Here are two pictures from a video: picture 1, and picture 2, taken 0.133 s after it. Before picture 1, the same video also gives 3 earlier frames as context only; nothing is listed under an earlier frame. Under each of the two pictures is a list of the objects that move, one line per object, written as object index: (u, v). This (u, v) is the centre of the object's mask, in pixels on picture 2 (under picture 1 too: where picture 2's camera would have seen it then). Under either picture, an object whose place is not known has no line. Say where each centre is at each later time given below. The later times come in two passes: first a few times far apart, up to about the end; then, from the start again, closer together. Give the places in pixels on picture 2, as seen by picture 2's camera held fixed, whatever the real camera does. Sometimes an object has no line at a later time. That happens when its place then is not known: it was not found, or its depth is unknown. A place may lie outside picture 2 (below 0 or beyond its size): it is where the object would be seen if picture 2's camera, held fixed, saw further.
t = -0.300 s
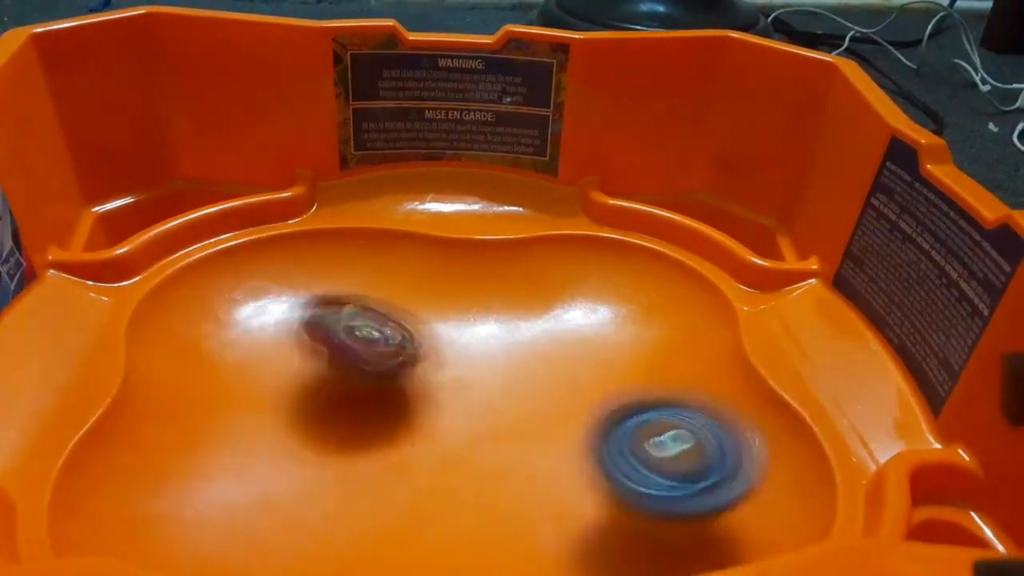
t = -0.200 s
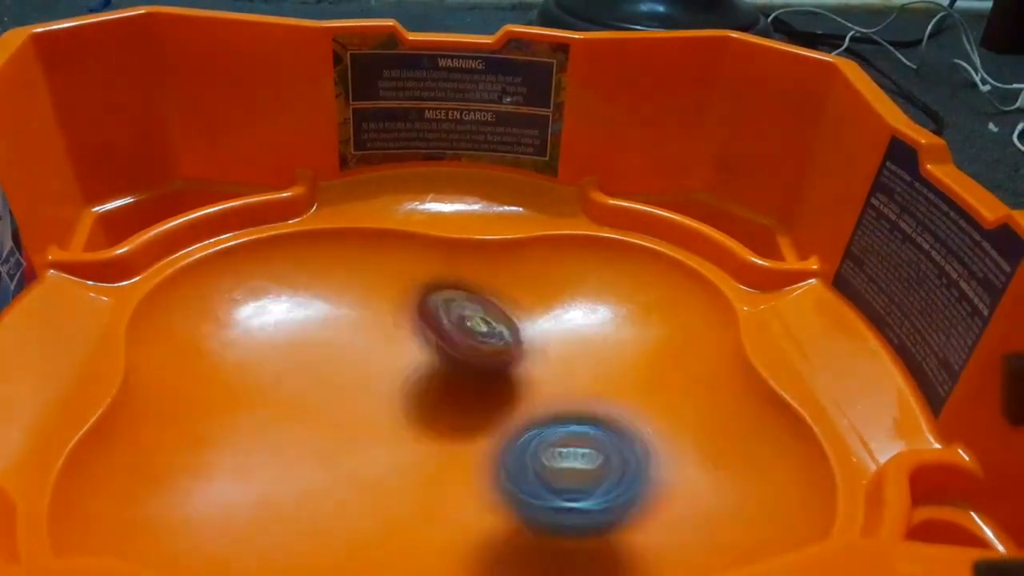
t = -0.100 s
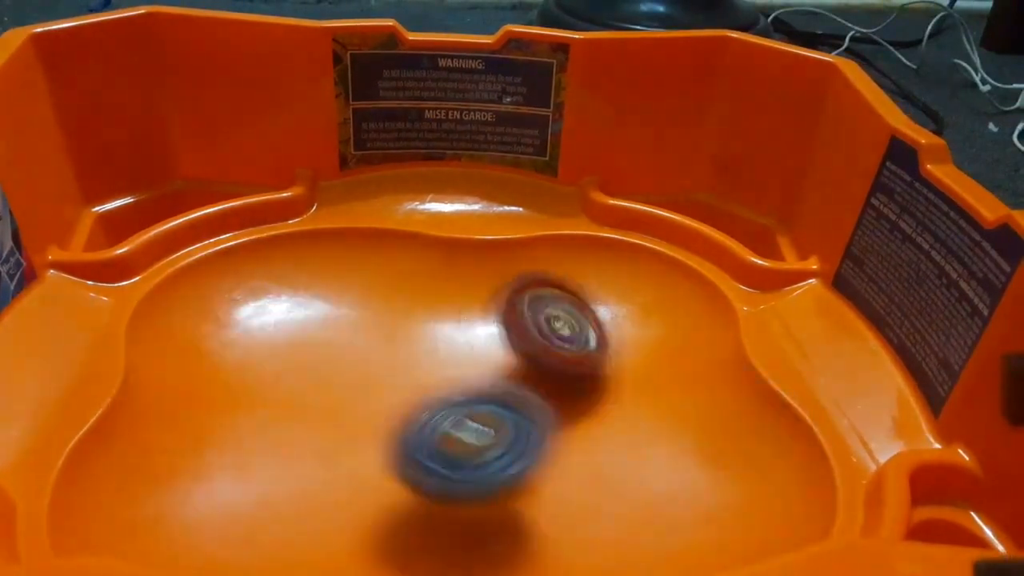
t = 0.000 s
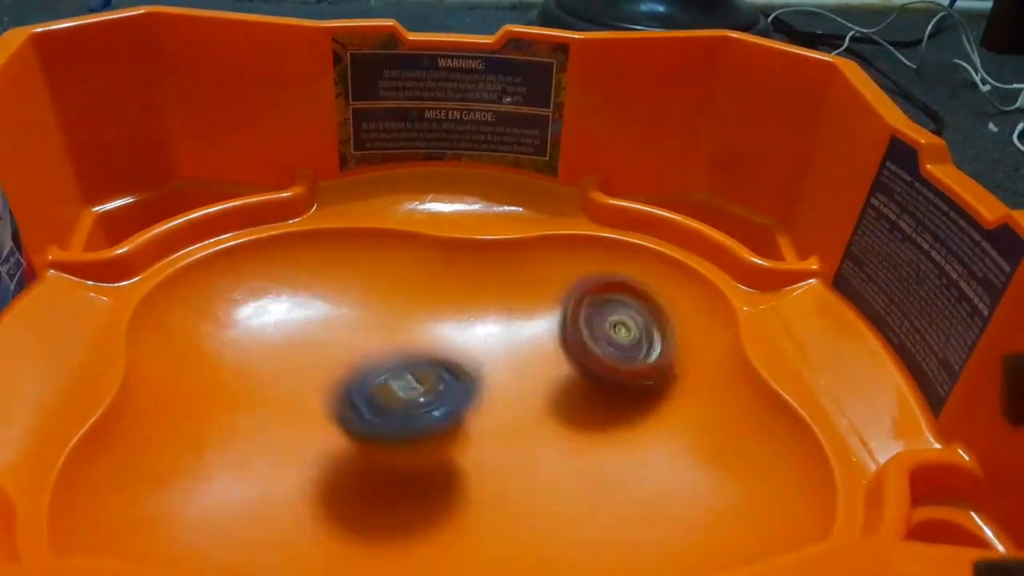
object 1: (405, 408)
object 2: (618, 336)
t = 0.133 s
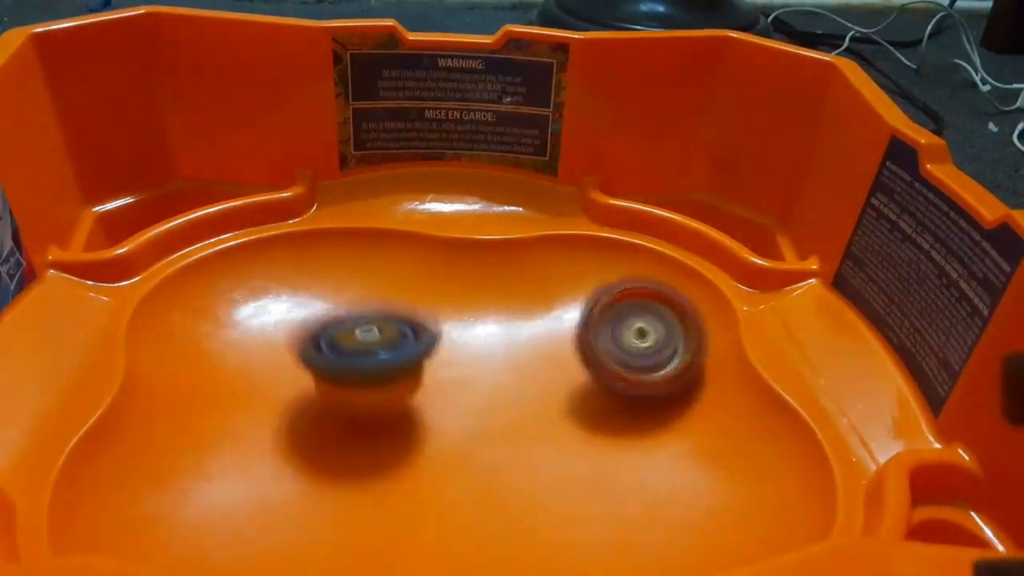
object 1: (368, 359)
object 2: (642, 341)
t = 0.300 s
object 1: (370, 343)
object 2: (572, 358)
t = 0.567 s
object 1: (322, 338)
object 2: (513, 423)
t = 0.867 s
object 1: (320, 347)
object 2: (412, 437)
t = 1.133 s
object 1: (350, 294)
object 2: (373, 467)
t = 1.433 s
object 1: (359, 330)
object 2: (465, 424)
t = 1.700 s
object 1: (417, 364)
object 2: (530, 439)
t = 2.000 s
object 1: (397, 340)
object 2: (591, 505)
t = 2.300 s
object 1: (375, 379)
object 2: (531, 410)
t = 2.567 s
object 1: (283, 395)
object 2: (549, 367)
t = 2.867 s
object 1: (350, 417)
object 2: (527, 379)
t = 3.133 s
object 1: (355, 448)
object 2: (584, 357)
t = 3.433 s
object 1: (429, 423)
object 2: (528, 353)
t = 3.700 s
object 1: (360, 478)
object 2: (577, 291)
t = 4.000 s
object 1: (332, 453)
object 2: (554, 365)
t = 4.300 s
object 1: (214, 446)
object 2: (524, 408)
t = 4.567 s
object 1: (300, 482)
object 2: (476, 414)
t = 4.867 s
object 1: (262, 444)
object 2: (574, 292)
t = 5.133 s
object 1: (410, 413)
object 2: (543, 349)
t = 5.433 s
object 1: (324, 290)
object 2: (639, 415)
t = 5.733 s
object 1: (337, 342)
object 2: (509, 455)
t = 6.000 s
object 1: (377, 425)
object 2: (501, 443)
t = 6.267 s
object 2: (516, 444)
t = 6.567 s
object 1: (434, 367)
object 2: (521, 445)
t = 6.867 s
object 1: (453, 367)
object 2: (556, 478)
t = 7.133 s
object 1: (433, 374)
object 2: (536, 465)
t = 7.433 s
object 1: (433, 359)
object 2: (530, 456)
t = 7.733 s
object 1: (416, 355)
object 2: (534, 469)
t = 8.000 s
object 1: (410, 410)
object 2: (542, 460)
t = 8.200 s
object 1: (409, 391)
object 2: (542, 460)
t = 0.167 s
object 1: (365, 352)
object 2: (635, 343)
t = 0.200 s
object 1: (364, 347)
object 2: (624, 345)
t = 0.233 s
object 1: (365, 344)
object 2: (609, 349)
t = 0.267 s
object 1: (367, 343)
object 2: (592, 352)
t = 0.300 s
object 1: (370, 343)
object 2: (572, 358)
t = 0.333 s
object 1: (374, 345)
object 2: (553, 361)
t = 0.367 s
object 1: (377, 347)
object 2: (529, 365)
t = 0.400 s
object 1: (380, 349)
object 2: (507, 372)
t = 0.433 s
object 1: (378, 349)
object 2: (498, 382)
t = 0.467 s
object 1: (361, 346)
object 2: (505, 387)
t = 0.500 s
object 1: (345, 343)
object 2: (510, 402)
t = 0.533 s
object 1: (332, 341)
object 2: (513, 411)
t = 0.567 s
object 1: (322, 338)
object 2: (513, 423)
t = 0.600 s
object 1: (316, 333)
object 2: (509, 433)
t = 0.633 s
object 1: (312, 330)
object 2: (501, 440)
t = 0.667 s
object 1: (309, 330)
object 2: (492, 446)
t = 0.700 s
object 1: (308, 331)
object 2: (480, 449)
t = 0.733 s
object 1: (309, 332)
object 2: (468, 450)
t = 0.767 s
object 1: (311, 335)
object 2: (455, 449)
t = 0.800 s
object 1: (313, 340)
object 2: (442, 446)
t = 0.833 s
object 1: (317, 344)
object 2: (428, 443)
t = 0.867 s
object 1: (320, 347)
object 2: (412, 437)
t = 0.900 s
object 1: (323, 341)
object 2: (403, 452)
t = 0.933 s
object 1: (326, 330)
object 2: (396, 456)
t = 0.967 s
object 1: (331, 319)
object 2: (387, 471)
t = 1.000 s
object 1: (335, 311)
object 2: (381, 473)
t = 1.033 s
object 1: (340, 305)
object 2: (378, 475)
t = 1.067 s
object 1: (343, 300)
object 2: (375, 478)
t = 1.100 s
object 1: (347, 297)
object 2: (373, 472)
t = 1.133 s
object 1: (350, 294)
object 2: (373, 467)
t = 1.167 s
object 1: (353, 295)
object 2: (374, 460)
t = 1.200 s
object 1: (355, 297)
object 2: (379, 453)
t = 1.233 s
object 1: (357, 302)
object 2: (386, 444)
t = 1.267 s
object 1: (359, 307)
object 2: (395, 436)
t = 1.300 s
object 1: (359, 313)
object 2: (405, 429)
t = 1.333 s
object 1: (359, 320)
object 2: (418, 424)
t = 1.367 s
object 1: (358, 325)
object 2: (430, 422)
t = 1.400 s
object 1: (359, 328)
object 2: (446, 424)
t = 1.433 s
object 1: (359, 330)
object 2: (465, 424)
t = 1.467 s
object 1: (361, 333)
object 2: (480, 425)
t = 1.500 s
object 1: (365, 337)
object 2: (494, 427)
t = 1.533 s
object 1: (371, 339)
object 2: (506, 428)
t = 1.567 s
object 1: (378, 343)
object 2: (516, 430)
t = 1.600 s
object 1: (387, 348)
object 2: (523, 431)
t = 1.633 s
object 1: (396, 352)
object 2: (527, 434)
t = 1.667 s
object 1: (406, 357)
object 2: (530, 435)
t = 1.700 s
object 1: (417, 364)
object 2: (530, 439)
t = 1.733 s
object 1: (426, 370)
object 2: (527, 443)
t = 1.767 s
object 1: (429, 373)
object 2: (535, 450)
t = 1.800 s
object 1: (422, 364)
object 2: (553, 473)
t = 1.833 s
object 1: (414, 356)
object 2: (568, 492)
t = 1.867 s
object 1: (407, 352)
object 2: (580, 506)
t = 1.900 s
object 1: (403, 345)
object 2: (590, 512)
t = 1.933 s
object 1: (400, 343)
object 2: (593, 512)
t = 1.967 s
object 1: (397, 340)
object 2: (593, 509)
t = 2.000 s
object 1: (397, 340)
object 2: (591, 505)
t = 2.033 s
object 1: (397, 341)
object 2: (588, 498)
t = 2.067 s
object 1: (397, 343)
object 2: (583, 490)
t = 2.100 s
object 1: (395, 346)
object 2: (577, 480)
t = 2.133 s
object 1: (394, 350)
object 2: (571, 469)
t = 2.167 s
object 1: (391, 357)
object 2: (565, 458)
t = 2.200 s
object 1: (387, 361)
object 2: (557, 444)
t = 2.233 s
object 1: (383, 368)
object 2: (548, 432)
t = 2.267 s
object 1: (378, 374)
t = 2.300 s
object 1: (375, 379)
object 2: (531, 410)
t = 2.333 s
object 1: (372, 382)
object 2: (522, 400)
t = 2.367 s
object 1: (367, 386)
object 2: (514, 391)
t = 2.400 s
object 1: (353, 389)
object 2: (518, 392)
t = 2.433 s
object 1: (333, 390)
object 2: (528, 381)
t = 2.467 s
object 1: (316, 392)
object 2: (538, 376)
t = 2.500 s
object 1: (301, 393)
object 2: (542, 376)
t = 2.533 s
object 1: (290, 393)
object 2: (546, 371)
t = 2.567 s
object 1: (283, 395)
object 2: (549, 367)
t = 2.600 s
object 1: (280, 396)
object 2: (549, 367)
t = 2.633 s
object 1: (281, 398)
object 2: (548, 370)
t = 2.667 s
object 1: (286, 401)
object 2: (545, 370)
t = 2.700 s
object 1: (297, 403)
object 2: (540, 373)
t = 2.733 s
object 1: (310, 406)
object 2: (535, 375)
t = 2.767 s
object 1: (324, 409)
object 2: (528, 378)
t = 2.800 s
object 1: (340, 413)
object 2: (521, 379)
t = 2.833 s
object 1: (353, 415)
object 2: (512, 381)
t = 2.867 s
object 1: (350, 417)
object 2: (527, 379)
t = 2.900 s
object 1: (341, 425)
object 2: (545, 370)
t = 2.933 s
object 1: (337, 431)
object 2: (564, 366)
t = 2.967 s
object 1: (337, 438)
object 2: (574, 363)
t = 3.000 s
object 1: (338, 442)
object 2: (585, 361)
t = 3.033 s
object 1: (341, 444)
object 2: (588, 358)
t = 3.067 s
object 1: (345, 446)
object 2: (589, 358)
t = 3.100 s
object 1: (350, 447)
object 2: (588, 358)
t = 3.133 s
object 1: (355, 448)
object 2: (584, 357)
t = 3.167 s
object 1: (361, 445)
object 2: (580, 356)
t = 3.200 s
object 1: (368, 441)
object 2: (574, 353)
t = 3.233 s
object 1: (374, 438)
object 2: (568, 353)
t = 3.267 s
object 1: (381, 434)
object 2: (562, 351)
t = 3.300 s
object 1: (390, 432)
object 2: (557, 352)
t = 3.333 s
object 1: (400, 428)
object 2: (551, 353)
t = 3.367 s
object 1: (409, 426)
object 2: (544, 353)
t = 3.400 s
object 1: (420, 425)
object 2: (536, 353)
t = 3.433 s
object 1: (429, 423)
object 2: (528, 353)
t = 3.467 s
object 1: (439, 420)
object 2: (523, 353)
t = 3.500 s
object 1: (447, 419)
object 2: (515, 349)
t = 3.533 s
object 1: (449, 421)
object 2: (513, 343)
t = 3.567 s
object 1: (431, 439)
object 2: (525, 339)
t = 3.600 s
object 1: (411, 454)
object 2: (538, 320)
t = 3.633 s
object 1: (393, 466)
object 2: (553, 308)
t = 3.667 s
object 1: (377, 475)
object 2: (563, 297)
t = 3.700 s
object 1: (360, 478)
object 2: (577, 291)
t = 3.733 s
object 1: (347, 479)
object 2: (584, 293)
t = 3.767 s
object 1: (335, 479)
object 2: (591, 290)
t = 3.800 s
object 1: (328, 477)
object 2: (601, 302)
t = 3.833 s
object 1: (325, 473)
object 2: (599, 306)
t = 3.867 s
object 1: (322, 471)
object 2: (594, 316)
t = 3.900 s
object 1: (322, 468)
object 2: (589, 326)
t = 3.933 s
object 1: (325, 464)
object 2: (577, 337)
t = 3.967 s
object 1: (327, 459)
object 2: (566, 351)
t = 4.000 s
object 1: (332, 453)
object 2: (554, 365)
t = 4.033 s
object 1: (333, 449)
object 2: (541, 375)
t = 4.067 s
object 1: (339, 444)
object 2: (524, 385)
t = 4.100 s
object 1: (343, 440)
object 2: (507, 398)
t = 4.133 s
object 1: (339, 438)
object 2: (497, 408)
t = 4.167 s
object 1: (312, 438)
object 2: (502, 408)
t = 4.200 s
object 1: (286, 437)
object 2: (502, 406)
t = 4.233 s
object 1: (257, 439)
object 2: (510, 405)
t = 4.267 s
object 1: (234, 438)
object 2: (519, 405)
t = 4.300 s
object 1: (214, 446)
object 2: (524, 408)
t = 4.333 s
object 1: (206, 455)
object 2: (522, 409)
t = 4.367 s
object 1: (207, 470)
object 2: (512, 412)
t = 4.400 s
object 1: (216, 482)
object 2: (508, 413)
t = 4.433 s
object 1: (228, 490)
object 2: (503, 415)
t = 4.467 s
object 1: (244, 492)
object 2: (500, 414)
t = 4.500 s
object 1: (261, 492)
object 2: (493, 416)
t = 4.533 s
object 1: (281, 486)
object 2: (483, 418)
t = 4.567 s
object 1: (300, 482)
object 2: (476, 414)
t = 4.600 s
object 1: (317, 473)
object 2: (469, 411)
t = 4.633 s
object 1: (306, 476)
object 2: (488, 400)
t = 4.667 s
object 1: (284, 476)
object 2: (514, 380)
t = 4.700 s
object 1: (268, 472)
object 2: (536, 364)
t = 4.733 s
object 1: (256, 466)
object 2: (552, 340)
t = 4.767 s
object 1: (250, 460)
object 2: (563, 326)
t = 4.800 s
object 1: (248, 455)
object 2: (571, 316)
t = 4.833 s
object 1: (253, 449)
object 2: (574, 302)
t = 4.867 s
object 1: (262, 444)
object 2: (574, 292)
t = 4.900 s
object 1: (273, 443)
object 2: (571, 289)
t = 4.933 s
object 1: (289, 437)
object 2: (568, 293)
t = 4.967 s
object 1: (305, 437)
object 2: (568, 298)
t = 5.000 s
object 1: (326, 437)
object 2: (568, 306)
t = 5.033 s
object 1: (347, 434)
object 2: (565, 317)
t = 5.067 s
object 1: (367, 431)
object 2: (560, 329)
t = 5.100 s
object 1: (388, 422)
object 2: (554, 334)
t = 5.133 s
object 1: (410, 413)
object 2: (543, 349)
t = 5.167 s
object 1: (430, 402)
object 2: (532, 352)
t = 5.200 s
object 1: (448, 389)
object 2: (539, 355)
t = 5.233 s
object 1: (425, 334)
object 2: (557, 361)
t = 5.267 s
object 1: (405, 311)
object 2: (585, 375)
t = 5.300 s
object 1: (386, 305)
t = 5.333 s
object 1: (360, 319)
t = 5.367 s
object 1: (344, 303)
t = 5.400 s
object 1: (336, 294)
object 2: (644, 406)
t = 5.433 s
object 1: (324, 290)
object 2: (639, 415)
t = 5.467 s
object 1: (316, 278)
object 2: (629, 423)
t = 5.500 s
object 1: (313, 280)
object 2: (617, 431)
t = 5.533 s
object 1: (310, 283)
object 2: (604, 435)
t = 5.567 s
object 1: (310, 289)
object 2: (589, 442)
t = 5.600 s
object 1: (312, 297)
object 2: (574, 447)
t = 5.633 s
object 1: (317, 309)
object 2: (558, 449)
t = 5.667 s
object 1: (321, 320)
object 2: (539, 455)
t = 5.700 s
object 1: (330, 332)
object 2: (523, 457)
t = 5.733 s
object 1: (337, 342)
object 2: (509, 455)
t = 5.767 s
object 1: (349, 353)
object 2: (496, 458)
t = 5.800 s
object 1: (359, 370)
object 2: (488, 457)
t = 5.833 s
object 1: (370, 386)
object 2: (485, 455)
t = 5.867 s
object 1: (381, 399)
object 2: (486, 450)
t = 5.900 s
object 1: (382, 409)
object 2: (493, 447)
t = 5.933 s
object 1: (381, 418)
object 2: (498, 446)
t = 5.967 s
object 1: (378, 421)
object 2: (501, 443)
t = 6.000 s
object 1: (377, 425)
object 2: (501, 443)
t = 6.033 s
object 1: (375, 426)
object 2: (499, 442)
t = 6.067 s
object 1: (375, 425)
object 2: (500, 441)
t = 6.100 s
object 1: (373, 422)
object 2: (500, 440)
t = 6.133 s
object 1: (374, 421)
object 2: (501, 439)
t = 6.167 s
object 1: (376, 416)
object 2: (502, 440)
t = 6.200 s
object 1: (379, 416)
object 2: (504, 439)
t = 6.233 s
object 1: (377, 409)
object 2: (512, 441)
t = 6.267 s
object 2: (516, 444)
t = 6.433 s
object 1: (401, 376)
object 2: (518, 443)
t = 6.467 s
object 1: (410, 371)
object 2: (518, 442)
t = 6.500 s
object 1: (421, 368)
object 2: (518, 442)
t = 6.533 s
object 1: (429, 367)
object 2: (522, 443)
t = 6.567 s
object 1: (434, 367)
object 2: (521, 445)
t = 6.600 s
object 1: (441, 365)
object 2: (519, 444)
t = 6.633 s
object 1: (447, 368)
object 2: (518, 445)
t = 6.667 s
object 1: (452, 367)
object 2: (518, 447)
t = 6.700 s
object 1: (453, 367)
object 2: (523, 451)
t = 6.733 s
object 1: (454, 363)
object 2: (538, 461)
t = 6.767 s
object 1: (454, 361)
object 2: (546, 469)
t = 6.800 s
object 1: (454, 364)
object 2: (551, 475)
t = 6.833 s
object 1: (455, 365)
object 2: (555, 477)
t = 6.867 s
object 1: (453, 367)
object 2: (556, 478)
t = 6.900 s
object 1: (450, 371)
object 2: (551, 478)
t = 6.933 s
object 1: (448, 373)
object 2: (547, 478)
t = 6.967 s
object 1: (444, 375)
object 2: (544, 477)
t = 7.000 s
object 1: (441, 376)
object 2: (542, 474)
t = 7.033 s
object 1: (438, 376)
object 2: (541, 471)
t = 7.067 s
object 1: (437, 375)
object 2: (540, 469)
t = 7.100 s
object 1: (435, 375)
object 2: (539, 467)
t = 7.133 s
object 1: (433, 374)
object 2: (536, 465)
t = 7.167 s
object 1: (435, 373)
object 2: (534, 465)
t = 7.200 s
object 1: (437, 369)
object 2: (530, 464)
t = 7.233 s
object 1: (438, 368)
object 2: (529, 469)
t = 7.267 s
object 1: (439, 361)
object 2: (530, 470)
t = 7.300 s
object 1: (439, 361)
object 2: (531, 467)
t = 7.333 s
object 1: (440, 359)
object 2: (531, 461)
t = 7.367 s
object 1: (439, 356)
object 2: (529, 457)
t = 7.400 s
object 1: (437, 358)
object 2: (528, 455)
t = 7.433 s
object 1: (433, 359)
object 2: (530, 456)
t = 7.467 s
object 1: (428, 348)
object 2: (539, 463)
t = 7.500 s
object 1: (424, 352)
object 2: (542, 466)
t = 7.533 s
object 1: (421, 351)
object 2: (540, 468)
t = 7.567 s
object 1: (418, 349)
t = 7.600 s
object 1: (417, 343)
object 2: (536, 468)
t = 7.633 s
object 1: (419, 342)
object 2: (535, 469)
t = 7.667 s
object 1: (418, 345)
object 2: (534, 469)
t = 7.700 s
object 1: (418, 354)
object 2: (534, 469)
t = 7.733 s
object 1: (416, 355)
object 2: (534, 469)
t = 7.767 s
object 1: (412, 361)
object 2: (535, 468)
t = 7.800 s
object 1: (412, 367)
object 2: (536, 468)
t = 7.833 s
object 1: (414, 371)
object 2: (536, 467)
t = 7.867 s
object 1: (416, 380)
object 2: (538, 467)
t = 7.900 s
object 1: (418, 391)
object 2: (538, 465)
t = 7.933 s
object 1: (418, 401)
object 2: (539, 464)
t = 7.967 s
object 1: (414, 406)
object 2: (540, 462)
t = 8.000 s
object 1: (410, 410)
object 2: (542, 460)
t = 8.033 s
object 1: (409, 409)
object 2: (541, 460)
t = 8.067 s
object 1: (408, 409)
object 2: (540, 459)
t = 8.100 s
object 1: (410, 404)
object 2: (544, 461)
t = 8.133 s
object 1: (409, 398)
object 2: (543, 461)
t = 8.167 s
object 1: (412, 392)
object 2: (542, 460)
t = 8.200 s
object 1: (409, 391)
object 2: (542, 460)
